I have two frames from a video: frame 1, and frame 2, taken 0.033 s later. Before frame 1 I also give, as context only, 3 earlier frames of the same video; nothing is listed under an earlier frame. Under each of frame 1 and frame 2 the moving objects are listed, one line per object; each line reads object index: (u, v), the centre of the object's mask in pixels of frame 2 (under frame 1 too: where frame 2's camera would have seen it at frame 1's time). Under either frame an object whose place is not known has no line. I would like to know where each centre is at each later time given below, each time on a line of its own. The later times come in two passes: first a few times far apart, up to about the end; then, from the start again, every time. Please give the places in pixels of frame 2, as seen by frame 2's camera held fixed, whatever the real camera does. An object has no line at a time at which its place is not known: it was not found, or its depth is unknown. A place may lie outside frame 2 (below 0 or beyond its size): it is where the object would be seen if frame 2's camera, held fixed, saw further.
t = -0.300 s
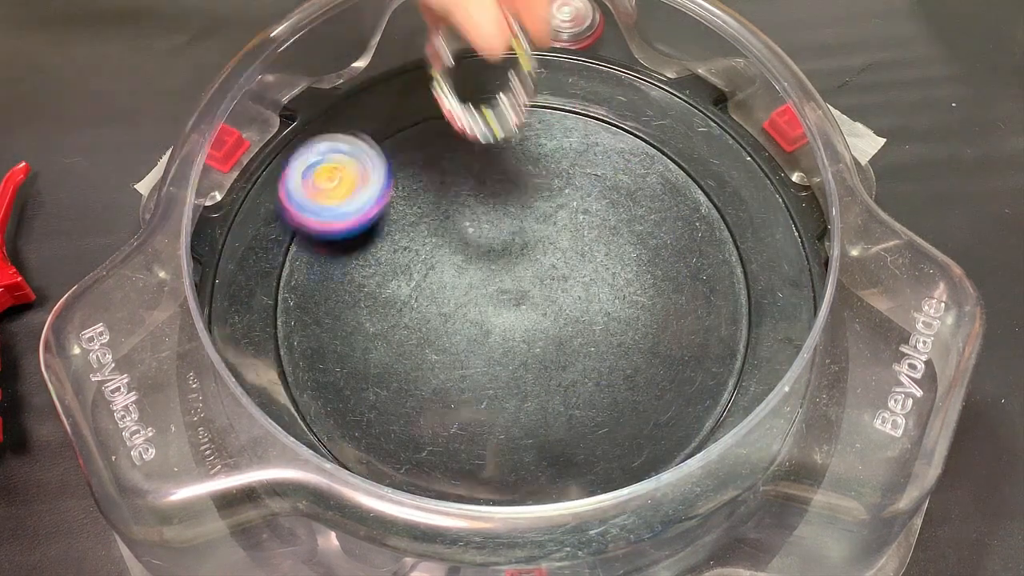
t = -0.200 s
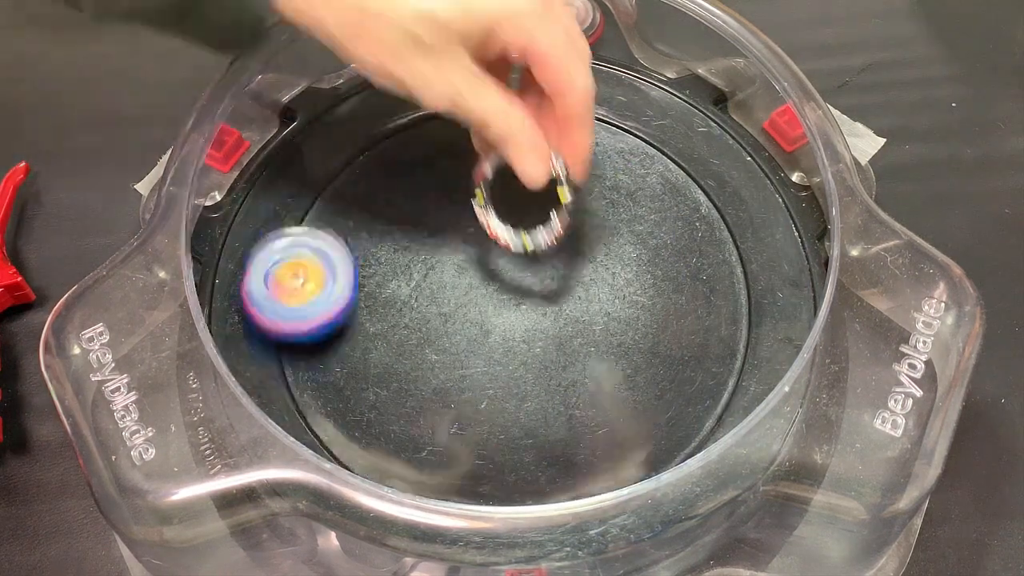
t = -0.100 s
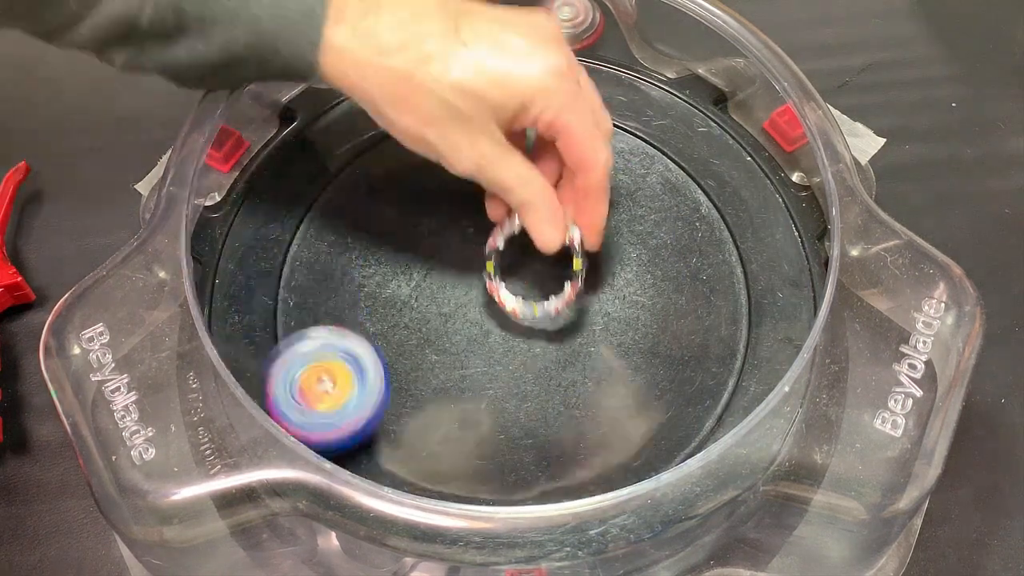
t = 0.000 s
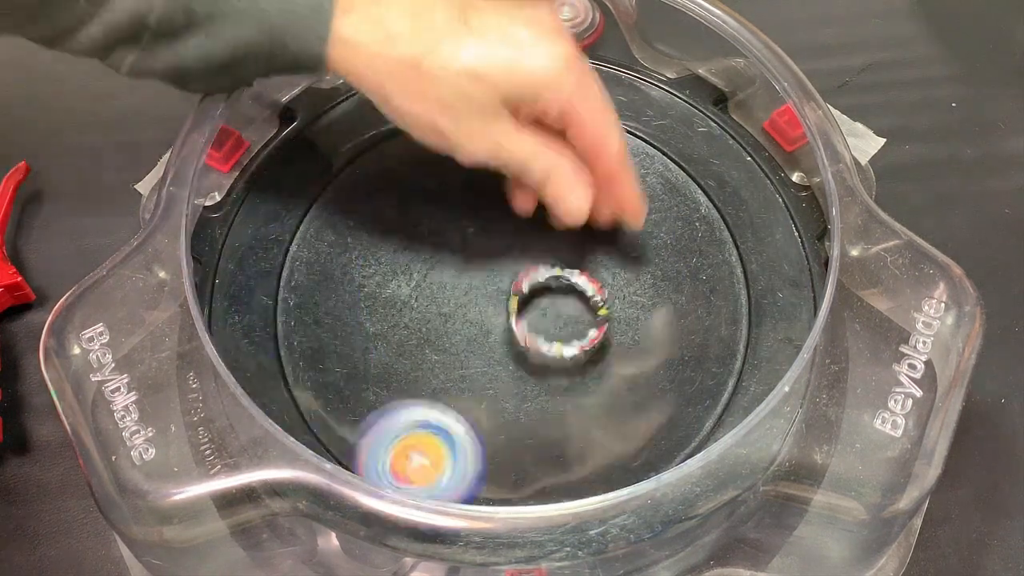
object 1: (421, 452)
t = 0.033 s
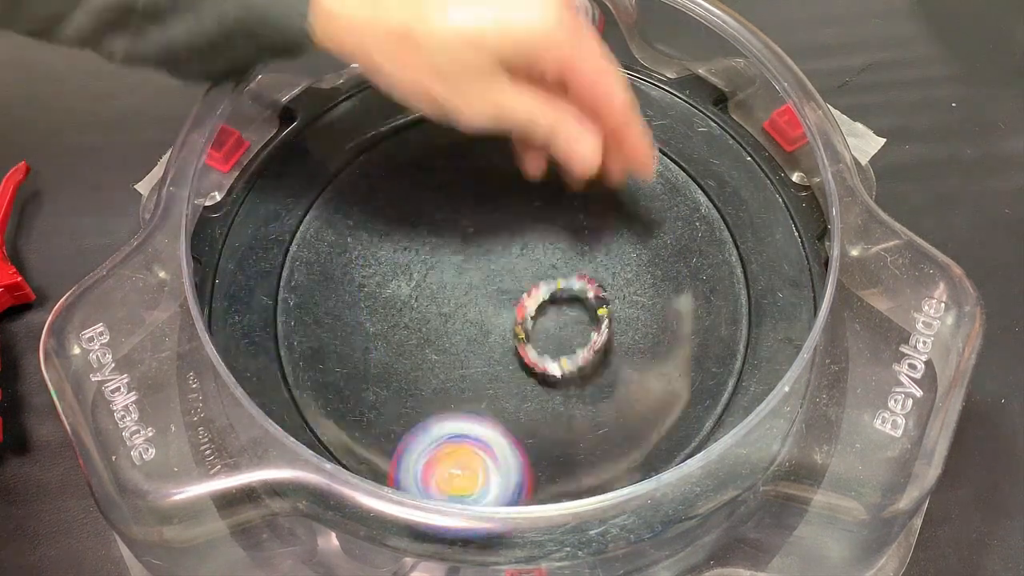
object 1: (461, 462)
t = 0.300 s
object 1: (713, 327)
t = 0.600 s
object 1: (542, 103)
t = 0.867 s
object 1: (311, 206)
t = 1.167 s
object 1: (465, 450)
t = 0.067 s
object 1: (503, 465)
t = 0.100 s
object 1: (546, 473)
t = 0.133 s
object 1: (588, 466)
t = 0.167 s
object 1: (627, 447)
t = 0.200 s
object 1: (659, 420)
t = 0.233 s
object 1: (684, 394)
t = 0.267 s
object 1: (703, 361)
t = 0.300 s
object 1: (713, 327)
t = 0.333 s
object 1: (717, 291)
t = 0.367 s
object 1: (712, 258)
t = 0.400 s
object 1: (702, 224)
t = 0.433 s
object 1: (685, 193)
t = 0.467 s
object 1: (665, 168)
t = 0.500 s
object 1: (638, 145)
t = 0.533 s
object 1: (608, 125)
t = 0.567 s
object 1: (577, 112)
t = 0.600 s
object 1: (542, 103)
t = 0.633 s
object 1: (506, 100)
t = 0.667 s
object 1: (471, 101)
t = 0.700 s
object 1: (438, 107)
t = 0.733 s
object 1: (405, 118)
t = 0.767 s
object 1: (376, 133)
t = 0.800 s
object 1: (351, 154)
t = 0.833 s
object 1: (329, 178)
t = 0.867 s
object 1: (311, 206)
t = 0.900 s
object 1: (300, 238)
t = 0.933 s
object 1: (294, 272)
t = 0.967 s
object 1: (297, 306)
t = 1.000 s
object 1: (306, 341)
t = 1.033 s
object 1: (325, 373)
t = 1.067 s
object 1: (351, 401)
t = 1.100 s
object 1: (385, 424)
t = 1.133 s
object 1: (423, 441)
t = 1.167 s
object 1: (465, 450)
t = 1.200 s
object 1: (508, 453)
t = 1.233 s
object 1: (551, 449)
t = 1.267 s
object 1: (592, 437)
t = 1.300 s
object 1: (630, 419)
